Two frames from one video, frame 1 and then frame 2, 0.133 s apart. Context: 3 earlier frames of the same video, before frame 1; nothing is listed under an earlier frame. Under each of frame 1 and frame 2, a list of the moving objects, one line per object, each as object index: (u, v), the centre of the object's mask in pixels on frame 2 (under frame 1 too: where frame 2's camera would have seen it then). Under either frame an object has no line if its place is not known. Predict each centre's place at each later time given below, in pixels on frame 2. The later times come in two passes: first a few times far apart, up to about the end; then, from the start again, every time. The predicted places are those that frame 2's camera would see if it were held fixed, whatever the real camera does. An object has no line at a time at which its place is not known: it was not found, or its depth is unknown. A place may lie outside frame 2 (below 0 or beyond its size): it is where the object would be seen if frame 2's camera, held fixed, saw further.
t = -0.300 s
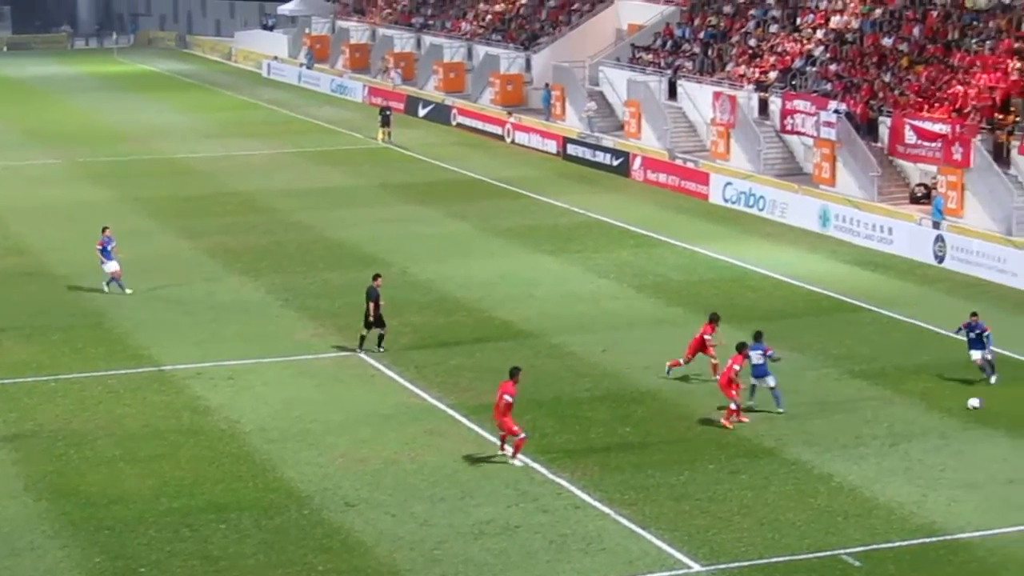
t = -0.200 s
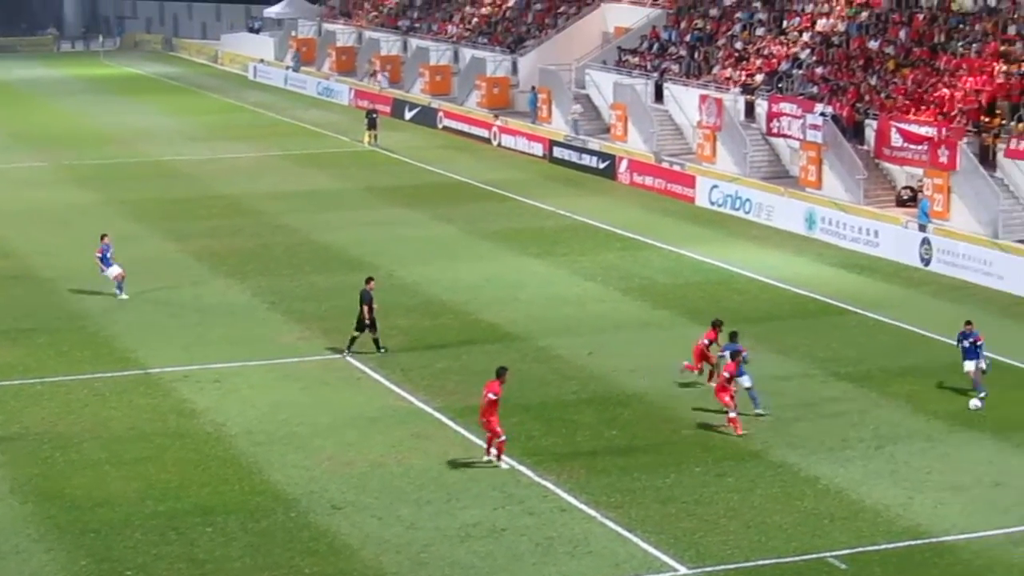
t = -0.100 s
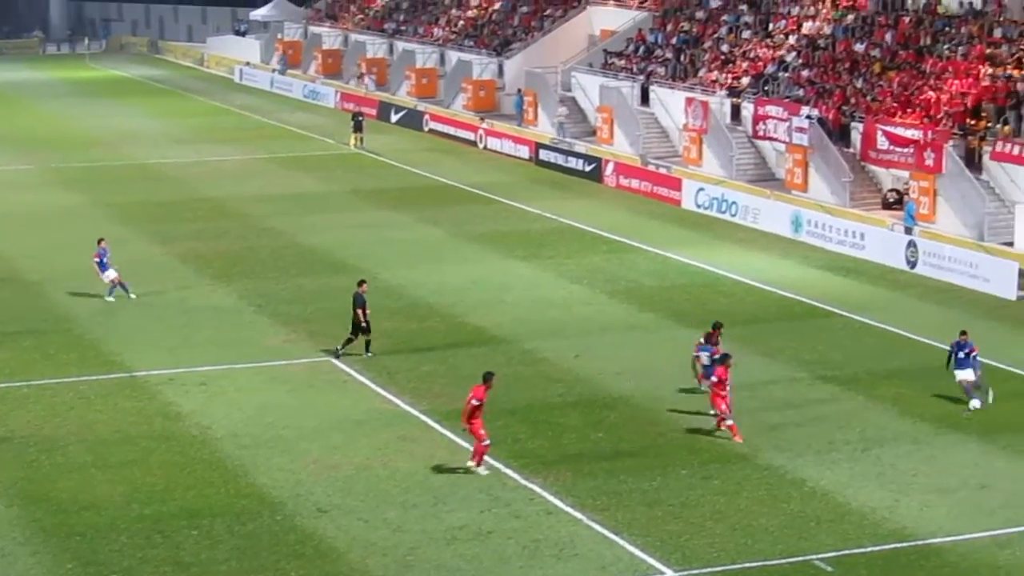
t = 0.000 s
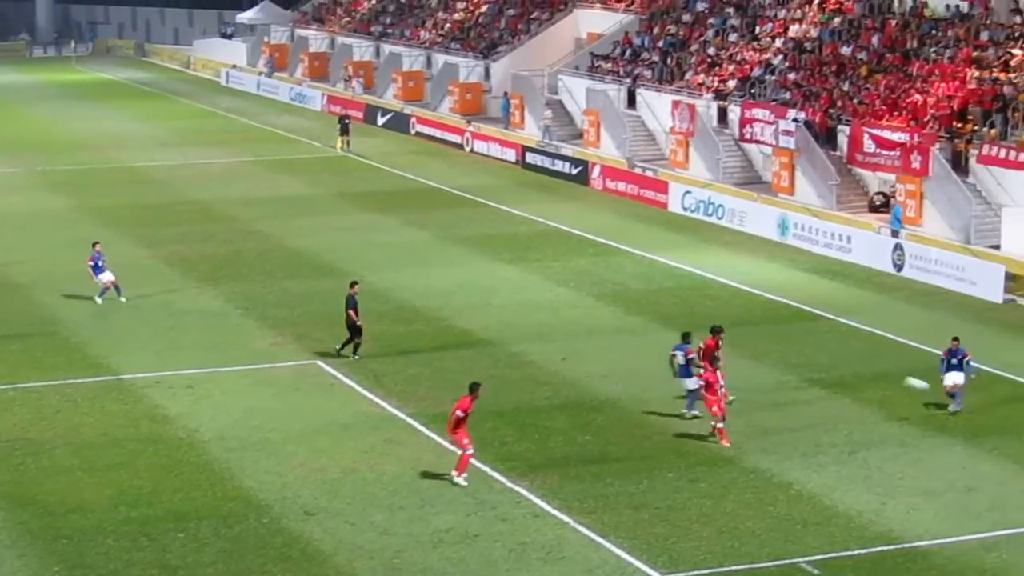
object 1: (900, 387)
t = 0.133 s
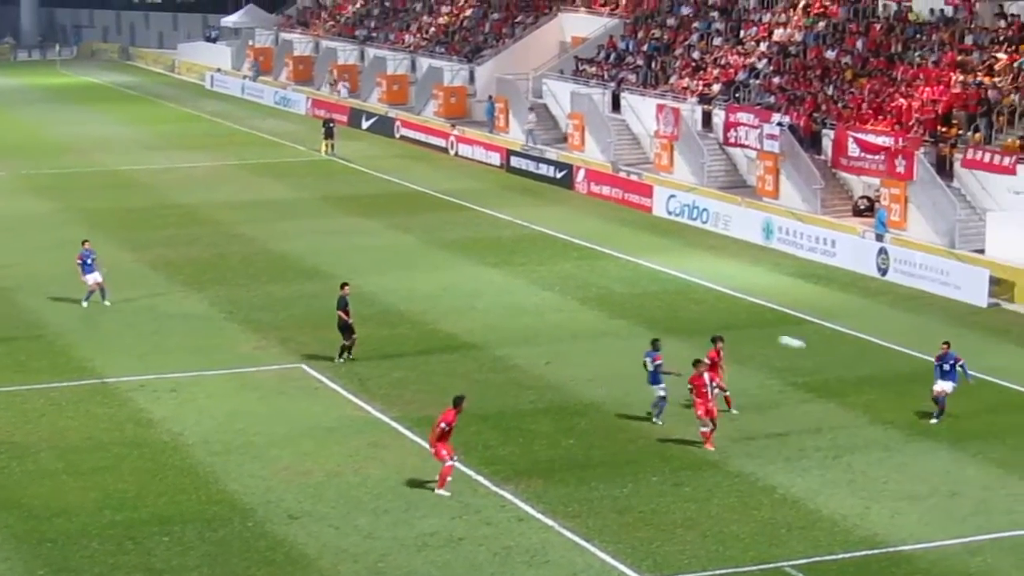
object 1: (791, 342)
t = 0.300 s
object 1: (640, 291)
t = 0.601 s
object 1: (355, 229)
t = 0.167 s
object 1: (762, 332)
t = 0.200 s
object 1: (732, 321)
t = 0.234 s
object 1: (703, 311)
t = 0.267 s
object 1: (673, 301)
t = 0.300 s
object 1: (640, 291)
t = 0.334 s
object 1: (610, 282)
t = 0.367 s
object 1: (578, 274)
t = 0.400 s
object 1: (549, 266)
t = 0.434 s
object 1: (518, 260)
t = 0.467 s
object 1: (486, 252)
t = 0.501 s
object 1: (454, 245)
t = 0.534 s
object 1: (422, 239)
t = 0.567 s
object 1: (388, 234)
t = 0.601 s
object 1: (355, 229)
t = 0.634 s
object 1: (322, 224)
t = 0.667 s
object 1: (289, 220)
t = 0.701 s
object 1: (255, 217)
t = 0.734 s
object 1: (222, 213)
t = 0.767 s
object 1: (188, 211)
